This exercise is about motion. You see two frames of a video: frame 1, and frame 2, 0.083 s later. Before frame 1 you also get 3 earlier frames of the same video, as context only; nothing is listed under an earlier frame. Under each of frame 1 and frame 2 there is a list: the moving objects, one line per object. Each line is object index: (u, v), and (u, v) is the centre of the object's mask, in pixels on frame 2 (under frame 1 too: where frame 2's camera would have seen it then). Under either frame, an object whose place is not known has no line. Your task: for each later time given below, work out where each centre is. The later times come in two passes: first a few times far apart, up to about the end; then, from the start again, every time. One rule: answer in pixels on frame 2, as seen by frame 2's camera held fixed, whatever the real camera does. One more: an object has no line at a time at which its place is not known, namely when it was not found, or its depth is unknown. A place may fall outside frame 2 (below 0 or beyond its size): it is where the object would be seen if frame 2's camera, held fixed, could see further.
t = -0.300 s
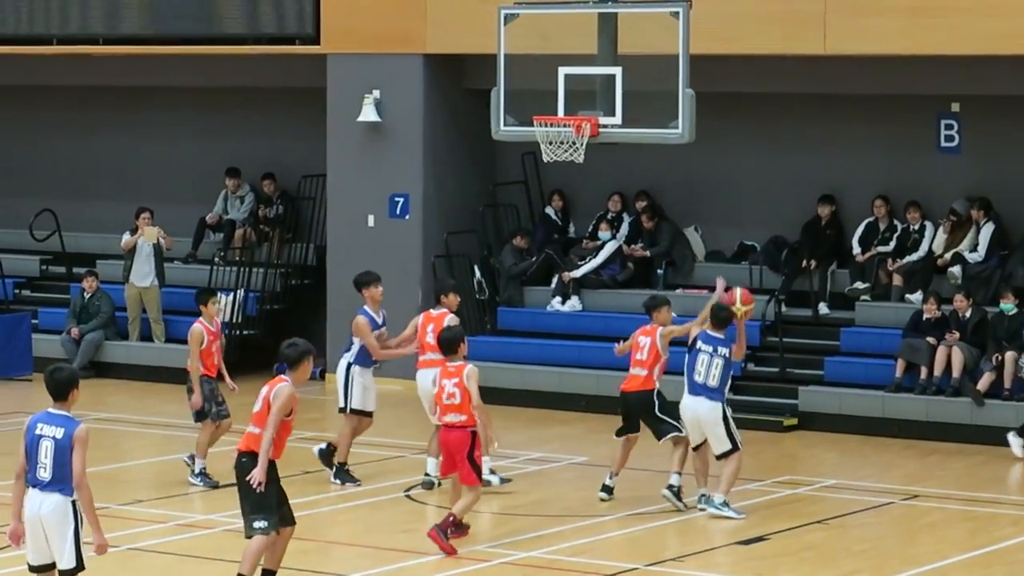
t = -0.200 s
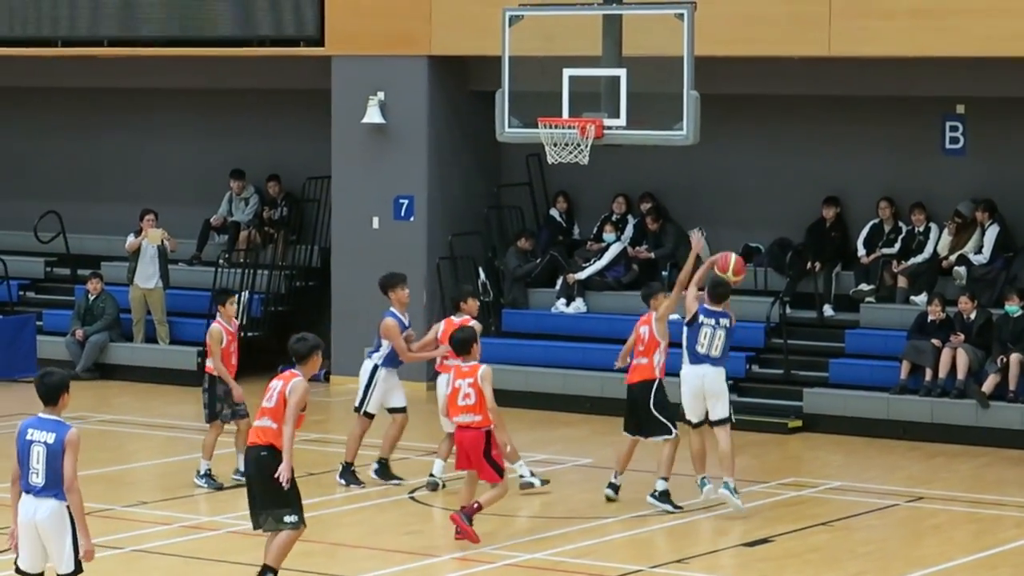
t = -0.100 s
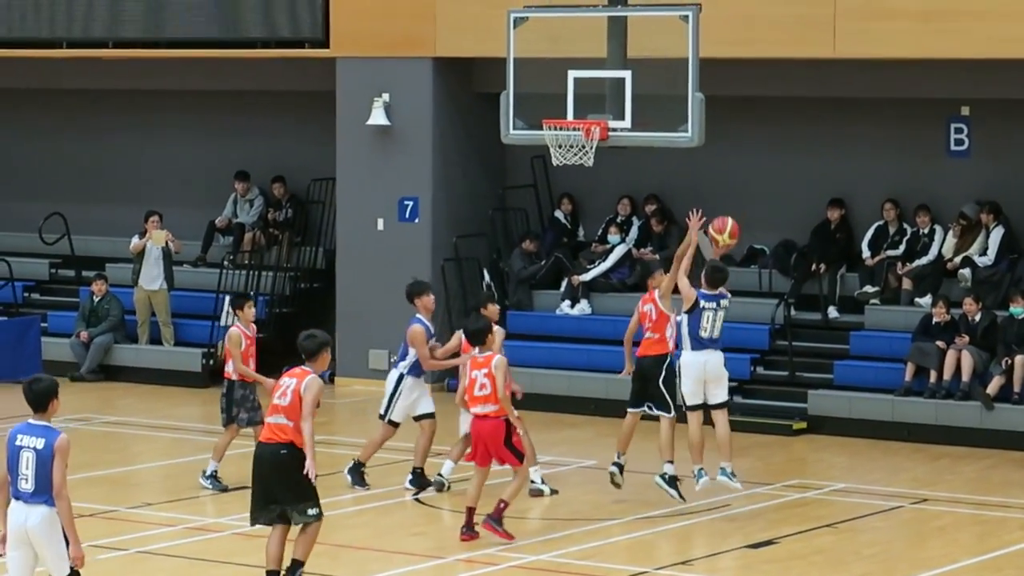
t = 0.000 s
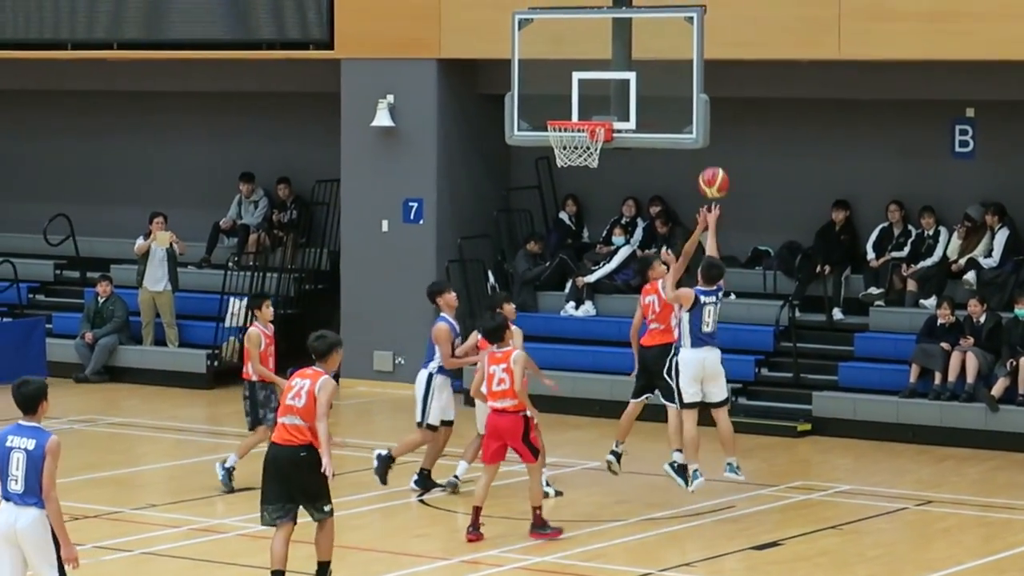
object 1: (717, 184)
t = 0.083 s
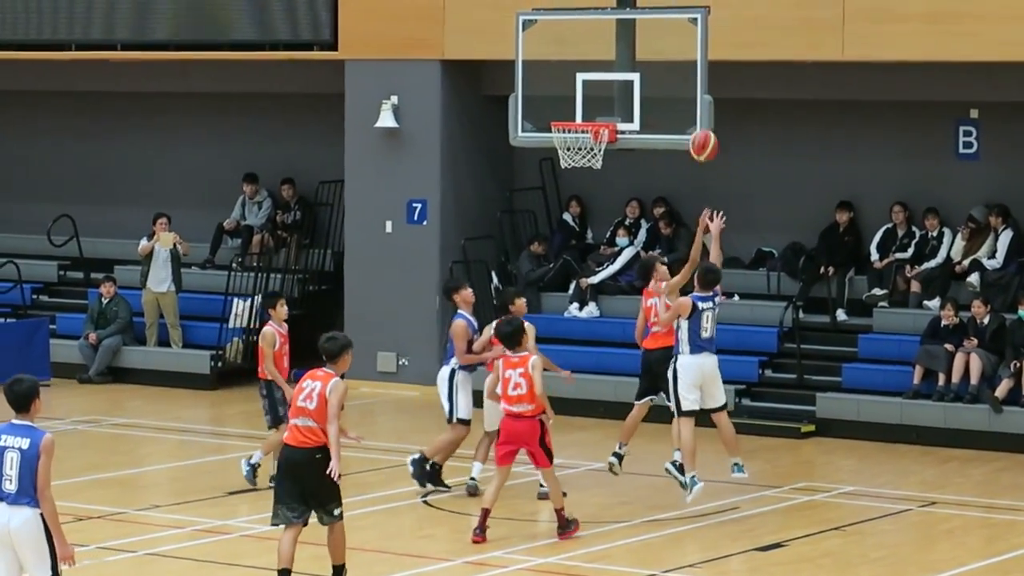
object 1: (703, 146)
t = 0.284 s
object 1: (662, 99)
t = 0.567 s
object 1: (592, 132)
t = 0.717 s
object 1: (569, 175)
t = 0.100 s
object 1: (700, 138)
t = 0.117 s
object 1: (697, 132)
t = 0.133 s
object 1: (694, 126)
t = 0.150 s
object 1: (690, 120)
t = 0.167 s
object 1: (688, 116)
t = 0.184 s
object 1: (685, 111)
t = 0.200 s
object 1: (683, 107)
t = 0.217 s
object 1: (680, 104)
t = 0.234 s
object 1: (675, 102)
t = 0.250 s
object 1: (671, 101)
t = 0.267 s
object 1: (666, 100)
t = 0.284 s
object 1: (662, 99)
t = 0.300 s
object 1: (657, 99)
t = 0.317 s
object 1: (653, 99)
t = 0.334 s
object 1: (649, 99)
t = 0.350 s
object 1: (644, 100)
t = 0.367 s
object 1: (640, 101)
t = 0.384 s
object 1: (635, 103)
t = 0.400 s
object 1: (631, 105)
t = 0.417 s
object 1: (627, 107)
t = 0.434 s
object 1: (622, 109)
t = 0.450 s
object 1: (618, 111)
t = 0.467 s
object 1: (613, 114)
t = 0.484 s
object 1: (609, 118)
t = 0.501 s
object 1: (603, 122)
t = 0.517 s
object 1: (601, 124)
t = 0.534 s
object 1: (599, 127)
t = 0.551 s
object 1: (595, 129)
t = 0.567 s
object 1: (592, 132)
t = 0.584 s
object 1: (590, 135)
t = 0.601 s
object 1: (588, 140)
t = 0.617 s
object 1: (586, 143)
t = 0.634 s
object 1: (583, 147)
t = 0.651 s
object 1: (581, 152)
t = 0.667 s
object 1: (577, 158)
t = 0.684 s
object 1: (574, 164)
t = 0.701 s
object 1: (572, 169)
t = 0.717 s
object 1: (569, 175)
